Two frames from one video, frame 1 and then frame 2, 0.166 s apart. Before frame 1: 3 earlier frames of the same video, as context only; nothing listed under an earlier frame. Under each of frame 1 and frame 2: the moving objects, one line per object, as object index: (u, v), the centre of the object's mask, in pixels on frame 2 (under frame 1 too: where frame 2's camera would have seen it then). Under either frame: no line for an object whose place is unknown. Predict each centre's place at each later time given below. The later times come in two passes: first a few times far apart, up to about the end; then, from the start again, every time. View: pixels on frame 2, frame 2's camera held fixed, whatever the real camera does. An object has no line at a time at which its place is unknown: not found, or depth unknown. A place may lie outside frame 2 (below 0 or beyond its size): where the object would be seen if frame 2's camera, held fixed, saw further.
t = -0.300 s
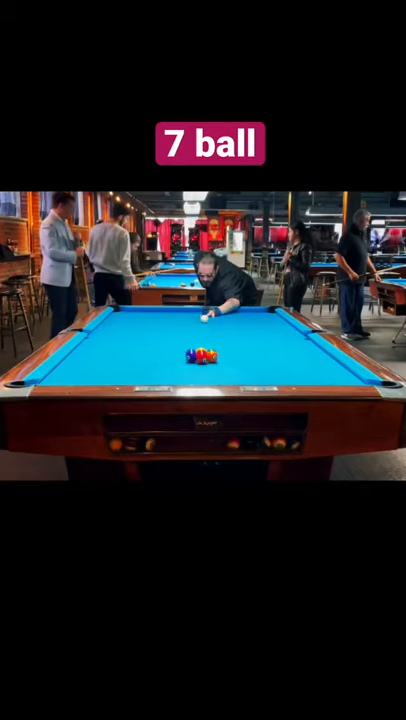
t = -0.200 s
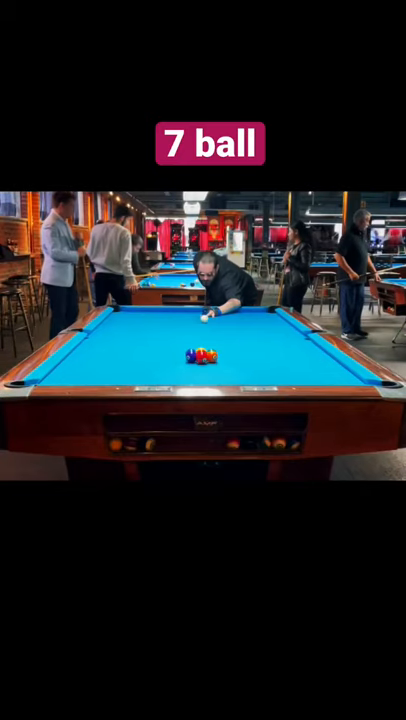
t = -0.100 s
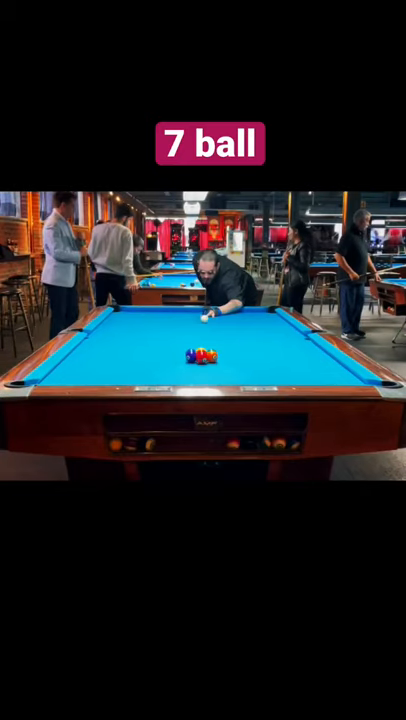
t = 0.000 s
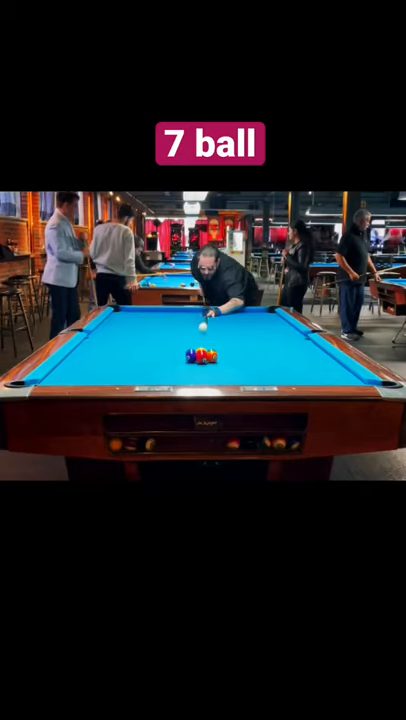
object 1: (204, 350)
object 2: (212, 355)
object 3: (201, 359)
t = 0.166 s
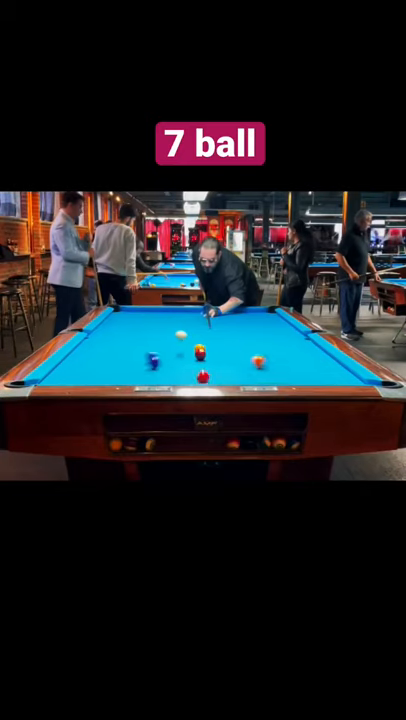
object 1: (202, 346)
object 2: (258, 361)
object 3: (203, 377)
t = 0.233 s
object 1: (201, 345)
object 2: (294, 363)
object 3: (201, 376)
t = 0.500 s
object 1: (196, 344)
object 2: (306, 377)
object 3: (183, 351)
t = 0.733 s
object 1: (180, 337)
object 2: (251, 379)
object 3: (158, 344)
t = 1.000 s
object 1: (166, 330)
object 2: (198, 375)
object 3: (136, 335)
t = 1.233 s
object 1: (155, 325)
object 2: (155, 373)
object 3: (120, 329)
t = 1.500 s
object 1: (145, 320)
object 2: (109, 369)
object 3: (104, 323)
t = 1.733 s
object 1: (137, 316)
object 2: (92, 369)
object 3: (116, 319)
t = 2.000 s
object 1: (127, 311)
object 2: (80, 370)
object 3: (128, 316)
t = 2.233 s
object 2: (71, 371)
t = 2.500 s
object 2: (61, 371)
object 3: (146, 311)
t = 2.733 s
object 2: (55, 372)
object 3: (153, 309)
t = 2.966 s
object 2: (57, 372)
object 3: (160, 310)
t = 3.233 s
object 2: (59, 372)
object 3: (167, 312)
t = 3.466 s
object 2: (59, 372)
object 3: (173, 313)
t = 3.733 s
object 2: (58, 372)
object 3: (180, 315)
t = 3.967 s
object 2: (59, 372)
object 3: (186, 316)
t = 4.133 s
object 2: (59, 372)
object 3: (190, 316)
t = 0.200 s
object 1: (201, 346)
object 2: (276, 362)
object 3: (204, 379)
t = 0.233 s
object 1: (201, 345)
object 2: (294, 363)
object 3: (201, 376)
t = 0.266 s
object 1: (200, 345)
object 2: (313, 366)
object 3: (199, 372)
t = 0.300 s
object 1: (200, 344)
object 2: (333, 370)
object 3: (198, 367)
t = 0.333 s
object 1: (199, 344)
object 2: (348, 373)
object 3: (196, 363)
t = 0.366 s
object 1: (199, 343)
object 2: (340, 374)
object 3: (196, 359)
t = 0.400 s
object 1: (198, 343)
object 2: (331, 375)
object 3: (194, 355)
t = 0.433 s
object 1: (197, 342)
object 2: (322, 376)
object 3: (193, 353)
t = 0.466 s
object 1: (195, 343)
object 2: (314, 377)
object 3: (188, 352)
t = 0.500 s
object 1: (196, 344)
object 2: (306, 377)
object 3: (183, 351)
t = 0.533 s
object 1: (193, 342)
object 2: (297, 378)
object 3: (179, 351)
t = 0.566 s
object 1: (191, 341)
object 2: (290, 379)
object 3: (175, 349)
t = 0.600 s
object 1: (188, 340)
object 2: (282, 380)
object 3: (171, 348)
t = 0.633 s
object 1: (186, 339)
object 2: (275, 380)
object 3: (168, 347)
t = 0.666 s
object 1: (184, 339)
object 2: (264, 379)
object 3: (165, 346)
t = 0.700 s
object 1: (182, 338)
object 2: (258, 379)
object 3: (161, 345)
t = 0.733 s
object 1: (180, 337)
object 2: (251, 379)
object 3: (158, 344)
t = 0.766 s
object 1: (178, 336)
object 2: (244, 378)
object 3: (155, 342)
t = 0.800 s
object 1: (176, 335)
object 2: (237, 378)
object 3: (152, 341)
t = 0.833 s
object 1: (175, 334)
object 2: (230, 377)
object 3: (149, 340)
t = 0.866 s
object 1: (172, 333)
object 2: (224, 377)
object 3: (147, 339)
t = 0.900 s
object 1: (171, 332)
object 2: (217, 377)
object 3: (144, 338)
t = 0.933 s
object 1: (169, 332)
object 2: (210, 377)
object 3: (142, 337)
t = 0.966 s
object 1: (167, 331)
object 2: (204, 376)
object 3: (139, 336)
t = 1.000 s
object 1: (166, 330)
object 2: (198, 375)
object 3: (136, 335)
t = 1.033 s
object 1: (164, 329)
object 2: (191, 376)
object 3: (134, 334)
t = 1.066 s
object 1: (162, 328)
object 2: (185, 376)
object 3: (132, 333)
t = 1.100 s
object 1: (161, 328)
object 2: (179, 375)
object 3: (129, 332)
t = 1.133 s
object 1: (159, 327)
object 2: (173, 374)
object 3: (127, 331)
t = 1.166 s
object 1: (158, 326)
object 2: (167, 374)
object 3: (125, 330)
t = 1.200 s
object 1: (156, 325)
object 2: (161, 374)
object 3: (122, 330)
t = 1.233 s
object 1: (155, 325)
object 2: (155, 373)
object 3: (120, 329)
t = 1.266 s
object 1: (154, 324)
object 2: (149, 373)
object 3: (118, 328)
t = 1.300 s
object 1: (152, 324)
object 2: (143, 372)
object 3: (116, 327)
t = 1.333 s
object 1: (151, 323)
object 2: (137, 372)
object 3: (114, 327)
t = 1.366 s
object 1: (149, 323)
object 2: (131, 371)
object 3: (112, 326)
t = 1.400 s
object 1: (148, 322)
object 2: (126, 371)
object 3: (110, 325)
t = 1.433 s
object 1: (147, 321)
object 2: (120, 370)
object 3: (108, 324)
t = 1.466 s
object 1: (146, 321)
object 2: (114, 370)
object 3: (106, 324)
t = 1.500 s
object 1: (145, 320)
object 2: (109, 369)
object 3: (104, 323)
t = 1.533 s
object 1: (144, 319)
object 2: (104, 369)
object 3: (106, 322)
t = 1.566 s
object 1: (142, 319)
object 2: (98, 368)
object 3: (108, 322)
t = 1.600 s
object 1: (141, 318)
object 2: (97, 369)
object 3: (110, 321)
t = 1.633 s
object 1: (140, 317)
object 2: (96, 368)
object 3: (111, 321)
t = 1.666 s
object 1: (138, 317)
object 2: (95, 369)
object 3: (113, 321)
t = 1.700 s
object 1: (138, 317)
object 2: (93, 369)
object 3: (114, 320)
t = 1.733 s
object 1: (137, 316)
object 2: (92, 369)
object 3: (116, 319)
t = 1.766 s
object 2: (90, 369)
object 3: (118, 319)
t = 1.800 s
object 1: (134, 315)
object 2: (89, 369)
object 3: (119, 319)
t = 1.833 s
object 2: (87, 369)
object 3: (121, 318)
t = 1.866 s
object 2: (86, 370)
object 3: (122, 318)
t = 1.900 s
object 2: (84, 370)
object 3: (124, 317)
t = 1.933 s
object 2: (83, 370)
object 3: (125, 317)
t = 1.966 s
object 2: (81, 370)
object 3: (126, 317)
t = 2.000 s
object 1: (127, 311)
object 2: (80, 370)
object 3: (128, 316)
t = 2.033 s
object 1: (126, 311)
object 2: (79, 370)
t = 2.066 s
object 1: (126, 311)
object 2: (77, 370)
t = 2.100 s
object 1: (125, 311)
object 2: (76, 371)
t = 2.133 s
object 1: (124, 310)
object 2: (75, 370)
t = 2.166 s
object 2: (73, 371)
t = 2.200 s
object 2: (72, 371)
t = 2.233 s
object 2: (71, 371)
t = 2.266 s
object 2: (69, 371)
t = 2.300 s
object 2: (68, 371)
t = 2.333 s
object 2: (67, 371)
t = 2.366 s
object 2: (66, 371)
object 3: (142, 312)
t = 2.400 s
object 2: (65, 371)
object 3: (143, 312)
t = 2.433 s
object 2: (64, 372)
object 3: (144, 311)
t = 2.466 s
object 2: (62, 371)
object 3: (145, 311)
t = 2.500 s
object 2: (61, 371)
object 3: (146, 311)
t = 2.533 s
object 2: (60, 372)
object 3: (147, 310)
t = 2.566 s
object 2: (59, 372)
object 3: (148, 310)
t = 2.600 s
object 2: (58, 372)
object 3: (149, 310)
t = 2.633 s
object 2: (57, 372)
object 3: (150, 309)
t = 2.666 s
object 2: (56, 372)
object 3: (151, 309)
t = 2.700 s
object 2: (55, 372)
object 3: (152, 309)
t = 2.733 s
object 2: (55, 372)
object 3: (153, 309)
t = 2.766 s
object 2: (55, 372)
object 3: (154, 309)
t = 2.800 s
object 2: (56, 372)
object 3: (155, 309)
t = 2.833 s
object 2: (56, 372)
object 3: (156, 309)
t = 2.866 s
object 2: (56, 372)
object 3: (157, 310)
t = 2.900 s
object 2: (57, 372)
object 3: (158, 309)
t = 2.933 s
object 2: (57, 372)
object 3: (159, 309)
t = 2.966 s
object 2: (57, 372)
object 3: (160, 310)
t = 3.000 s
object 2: (58, 372)
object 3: (161, 310)
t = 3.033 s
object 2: (58, 372)
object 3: (162, 311)
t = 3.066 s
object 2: (58, 372)
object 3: (163, 311)
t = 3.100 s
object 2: (59, 372)
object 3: (163, 311)
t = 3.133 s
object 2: (59, 372)
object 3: (164, 311)
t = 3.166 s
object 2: (59, 372)
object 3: (165, 311)
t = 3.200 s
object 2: (59, 372)
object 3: (166, 312)
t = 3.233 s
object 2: (59, 372)
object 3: (167, 312)
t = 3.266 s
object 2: (59, 372)
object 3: (168, 312)
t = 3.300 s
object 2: (59, 372)
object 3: (169, 312)
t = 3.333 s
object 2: (59, 372)
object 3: (170, 312)
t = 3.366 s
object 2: (59, 372)
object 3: (171, 312)
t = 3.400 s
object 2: (59, 372)
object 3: (171, 313)
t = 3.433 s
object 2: (59, 372)
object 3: (172, 313)
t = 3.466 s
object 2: (59, 372)
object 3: (173, 313)
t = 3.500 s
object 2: (59, 372)
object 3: (174, 313)
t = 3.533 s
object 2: (59, 372)
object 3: (175, 313)
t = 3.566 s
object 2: (59, 372)
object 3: (175, 313)
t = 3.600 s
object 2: (59, 372)
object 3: (176, 314)
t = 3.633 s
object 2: (59, 372)
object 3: (177, 314)
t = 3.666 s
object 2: (59, 372)
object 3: (179, 314)
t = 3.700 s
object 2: (59, 372)
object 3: (179, 314)
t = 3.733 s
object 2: (58, 372)
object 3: (180, 315)
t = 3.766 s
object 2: (58, 372)
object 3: (181, 315)
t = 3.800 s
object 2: (58, 372)
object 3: (182, 315)
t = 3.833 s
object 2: (58, 372)
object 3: (182, 315)
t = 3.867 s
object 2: (59, 372)
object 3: (184, 315)
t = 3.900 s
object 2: (58, 372)
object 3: (184, 315)
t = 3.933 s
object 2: (59, 372)
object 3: (185, 315)
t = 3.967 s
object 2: (59, 372)
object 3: (186, 316)
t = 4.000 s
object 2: (59, 372)
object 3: (186, 316)
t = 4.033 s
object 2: (59, 372)
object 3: (187, 316)
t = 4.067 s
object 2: (59, 372)
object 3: (188, 316)
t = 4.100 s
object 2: (59, 372)
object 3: (189, 316)
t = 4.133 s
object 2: (59, 372)
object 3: (190, 316)
